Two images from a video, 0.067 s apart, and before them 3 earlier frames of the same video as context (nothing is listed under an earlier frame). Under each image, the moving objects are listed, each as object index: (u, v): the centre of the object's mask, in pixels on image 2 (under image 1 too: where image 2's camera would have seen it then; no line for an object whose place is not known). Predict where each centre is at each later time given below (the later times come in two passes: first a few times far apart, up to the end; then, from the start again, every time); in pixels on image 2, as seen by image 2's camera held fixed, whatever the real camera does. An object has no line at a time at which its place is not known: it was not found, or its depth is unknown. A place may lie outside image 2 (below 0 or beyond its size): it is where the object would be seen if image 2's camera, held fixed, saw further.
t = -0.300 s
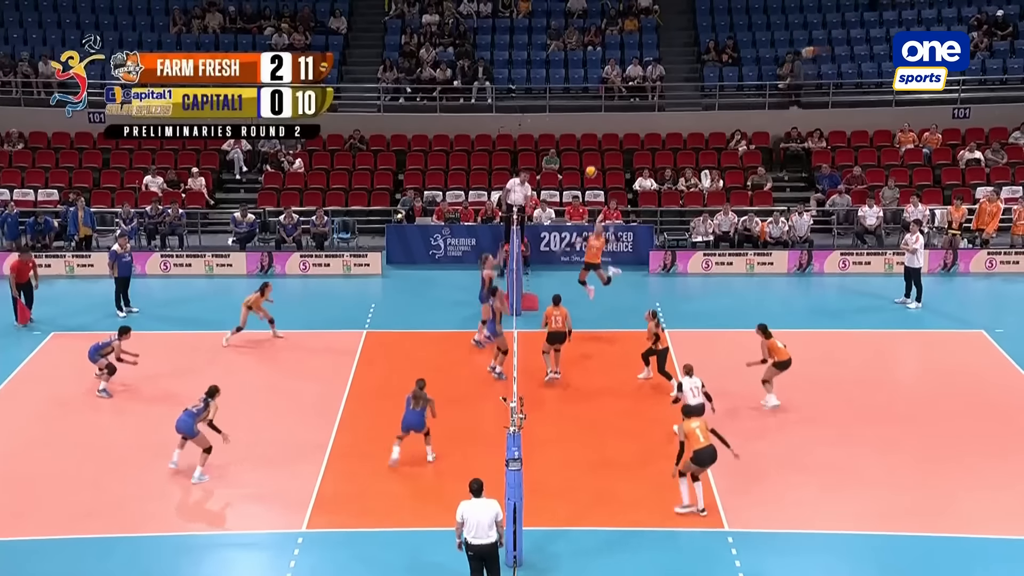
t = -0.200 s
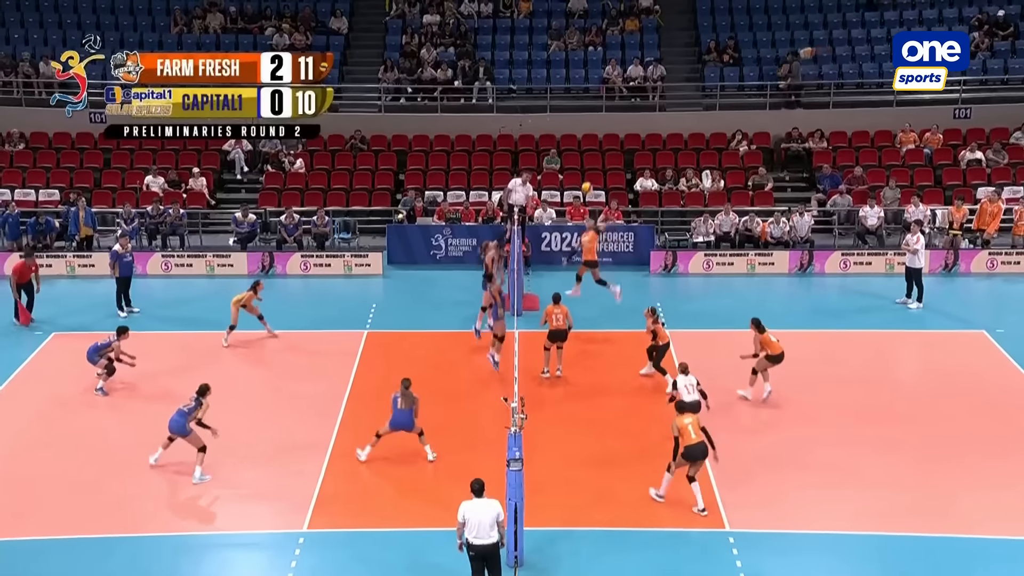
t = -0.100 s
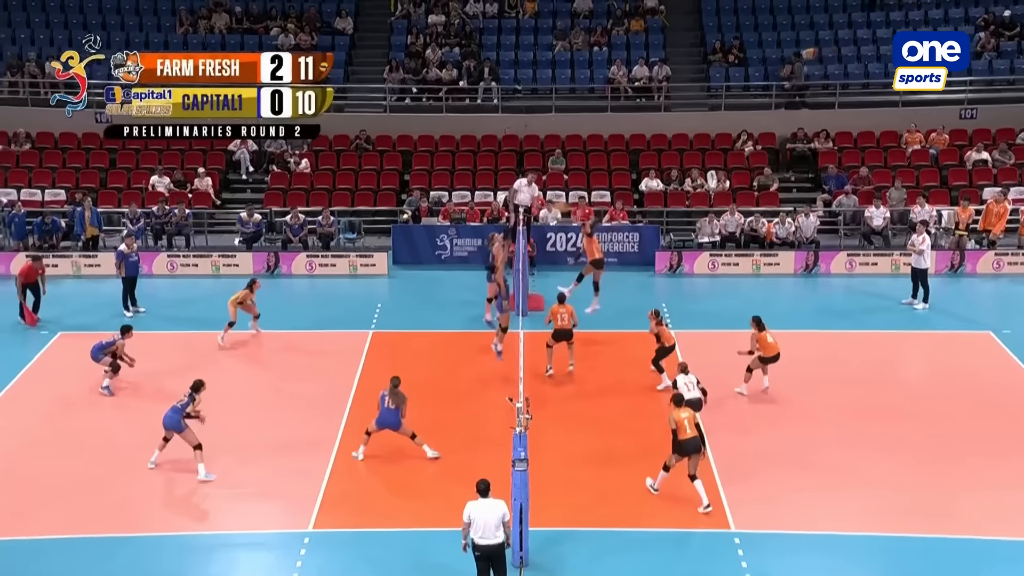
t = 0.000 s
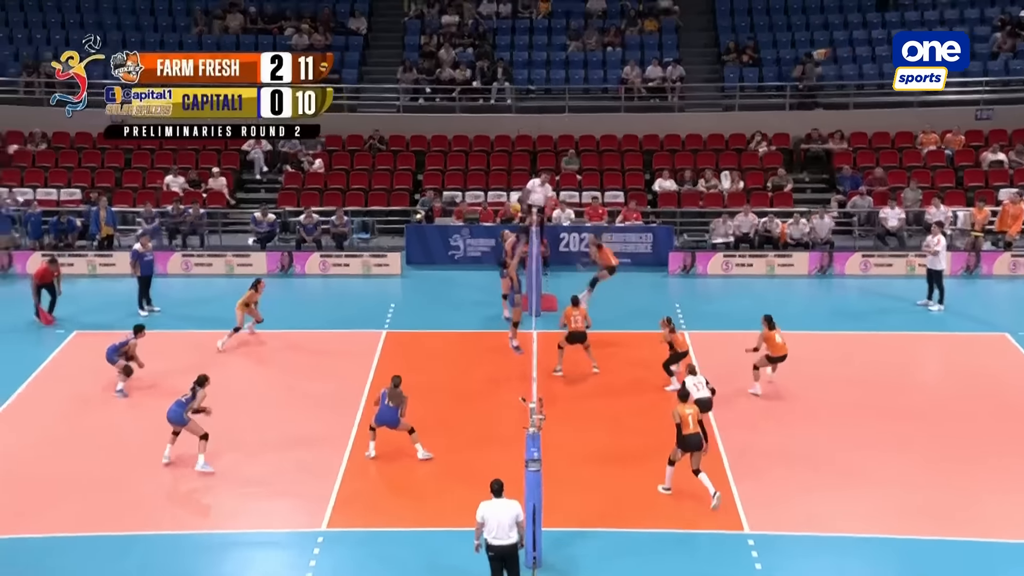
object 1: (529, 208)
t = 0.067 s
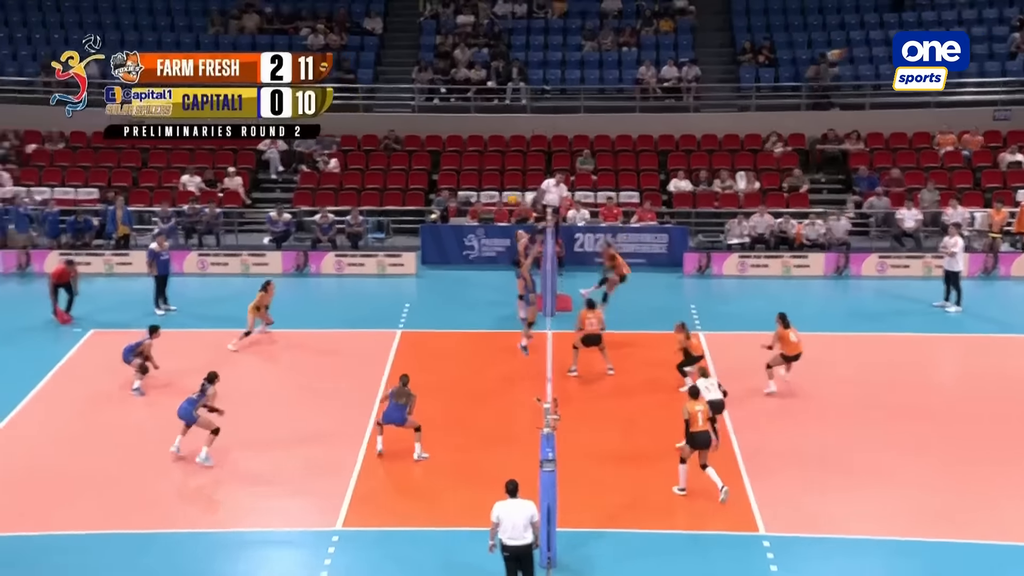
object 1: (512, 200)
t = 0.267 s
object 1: (464, 186)
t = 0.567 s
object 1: (384, 211)
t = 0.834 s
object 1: (309, 281)
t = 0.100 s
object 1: (505, 195)
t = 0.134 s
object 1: (496, 191)
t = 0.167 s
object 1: (488, 190)
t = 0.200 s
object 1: (480, 187)
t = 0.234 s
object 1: (472, 186)
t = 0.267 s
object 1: (464, 186)
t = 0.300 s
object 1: (455, 186)
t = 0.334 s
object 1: (447, 187)
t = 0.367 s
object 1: (438, 189)
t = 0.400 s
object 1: (430, 191)
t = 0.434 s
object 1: (421, 194)
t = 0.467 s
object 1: (412, 198)
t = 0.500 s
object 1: (403, 201)
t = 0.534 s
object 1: (393, 206)
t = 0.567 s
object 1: (384, 211)
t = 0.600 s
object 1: (375, 218)
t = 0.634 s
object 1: (364, 224)
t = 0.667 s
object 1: (354, 234)
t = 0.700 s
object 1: (346, 241)
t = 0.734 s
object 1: (336, 250)
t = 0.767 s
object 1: (328, 260)
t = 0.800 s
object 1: (318, 269)
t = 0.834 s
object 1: (309, 281)
